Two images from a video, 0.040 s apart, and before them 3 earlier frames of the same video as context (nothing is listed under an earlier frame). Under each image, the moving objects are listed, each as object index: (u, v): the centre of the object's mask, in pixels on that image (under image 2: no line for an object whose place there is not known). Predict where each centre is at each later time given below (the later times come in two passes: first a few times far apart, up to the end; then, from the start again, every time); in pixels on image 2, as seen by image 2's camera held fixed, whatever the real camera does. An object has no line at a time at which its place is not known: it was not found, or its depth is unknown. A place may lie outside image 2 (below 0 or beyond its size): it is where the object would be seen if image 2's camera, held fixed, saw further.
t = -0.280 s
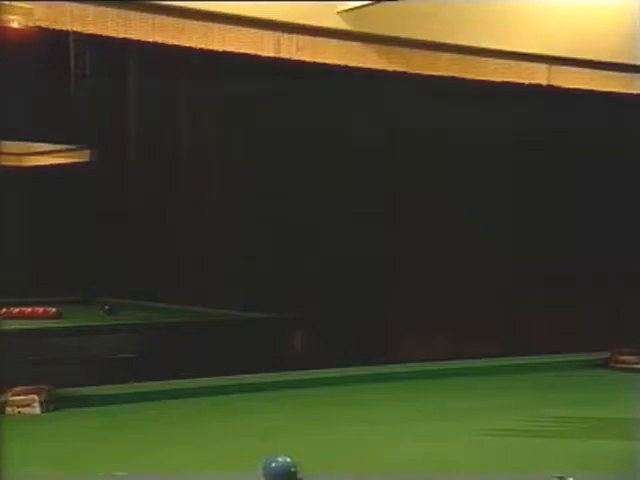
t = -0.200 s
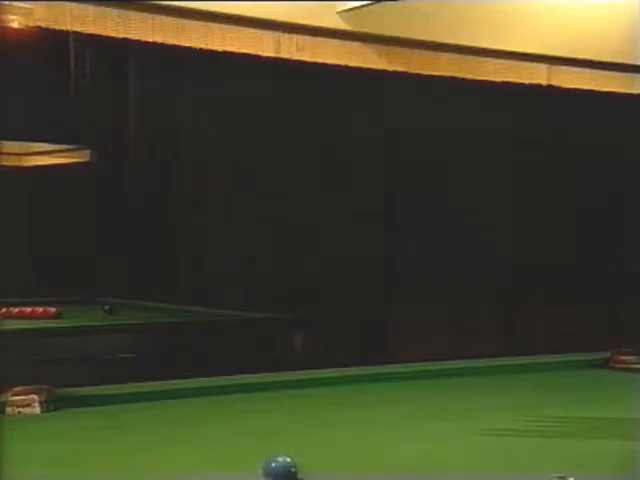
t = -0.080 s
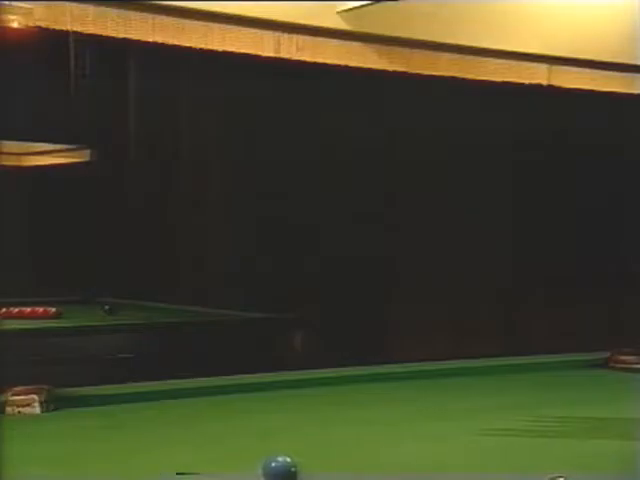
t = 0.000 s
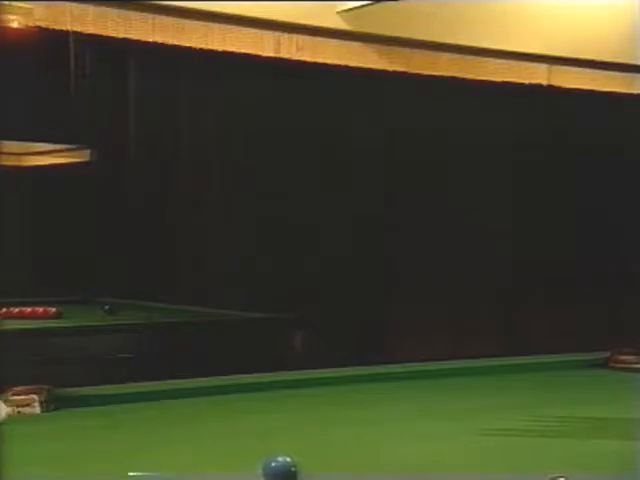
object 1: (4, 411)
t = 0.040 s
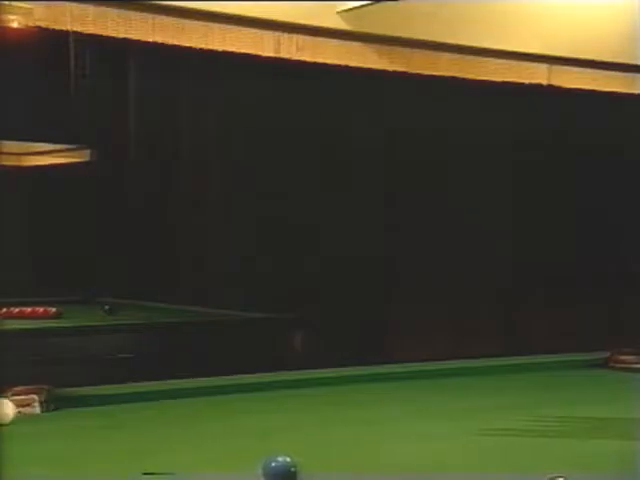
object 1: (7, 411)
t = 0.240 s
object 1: (39, 412)
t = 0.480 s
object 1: (82, 412)
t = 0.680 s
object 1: (116, 413)
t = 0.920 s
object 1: (153, 414)
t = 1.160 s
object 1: (187, 414)
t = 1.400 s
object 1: (218, 414)
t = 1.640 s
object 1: (245, 415)
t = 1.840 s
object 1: (266, 416)
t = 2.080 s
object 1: (288, 417)
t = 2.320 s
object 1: (307, 417)
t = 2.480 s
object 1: (318, 417)
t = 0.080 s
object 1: (11, 412)
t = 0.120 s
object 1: (15, 412)
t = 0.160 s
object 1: (23, 411)
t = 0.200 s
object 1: (31, 412)
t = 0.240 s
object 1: (39, 412)
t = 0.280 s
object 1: (47, 412)
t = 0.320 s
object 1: (54, 412)
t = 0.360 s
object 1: (62, 412)
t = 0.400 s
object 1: (68, 412)
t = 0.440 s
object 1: (76, 412)
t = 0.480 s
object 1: (82, 412)
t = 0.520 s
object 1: (89, 412)
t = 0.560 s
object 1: (96, 412)
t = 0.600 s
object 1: (103, 413)
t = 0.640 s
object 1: (110, 413)
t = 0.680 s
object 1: (116, 413)
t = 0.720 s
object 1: (122, 413)
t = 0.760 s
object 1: (129, 413)
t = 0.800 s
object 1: (135, 413)
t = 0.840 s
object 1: (141, 413)
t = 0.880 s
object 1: (147, 413)
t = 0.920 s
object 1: (153, 414)
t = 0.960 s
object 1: (159, 414)
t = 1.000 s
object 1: (165, 414)
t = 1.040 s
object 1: (170, 414)
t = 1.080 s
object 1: (176, 414)
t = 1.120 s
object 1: (182, 414)
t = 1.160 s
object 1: (187, 414)
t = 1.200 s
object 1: (193, 414)
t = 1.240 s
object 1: (198, 415)
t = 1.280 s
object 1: (203, 414)
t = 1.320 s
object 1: (208, 414)
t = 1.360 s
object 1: (213, 415)
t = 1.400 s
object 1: (218, 414)
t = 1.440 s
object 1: (223, 414)
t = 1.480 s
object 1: (228, 415)
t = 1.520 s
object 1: (232, 415)
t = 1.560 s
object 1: (237, 415)
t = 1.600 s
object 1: (241, 415)
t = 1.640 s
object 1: (245, 415)
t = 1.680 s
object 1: (249, 415)
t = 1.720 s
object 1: (254, 415)
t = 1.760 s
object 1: (258, 416)
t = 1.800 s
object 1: (262, 416)
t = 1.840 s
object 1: (266, 416)
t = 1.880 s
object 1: (270, 416)
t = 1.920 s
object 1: (273, 416)
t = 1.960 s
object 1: (277, 416)
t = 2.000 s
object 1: (281, 416)
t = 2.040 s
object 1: (284, 416)
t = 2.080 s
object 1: (288, 417)
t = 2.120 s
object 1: (291, 416)
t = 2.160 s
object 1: (294, 417)
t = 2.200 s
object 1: (298, 417)
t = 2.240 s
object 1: (300, 417)
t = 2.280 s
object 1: (304, 417)
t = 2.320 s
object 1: (307, 417)
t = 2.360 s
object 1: (309, 417)
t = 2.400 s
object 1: (312, 417)
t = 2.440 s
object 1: (315, 417)
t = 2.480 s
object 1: (318, 417)
